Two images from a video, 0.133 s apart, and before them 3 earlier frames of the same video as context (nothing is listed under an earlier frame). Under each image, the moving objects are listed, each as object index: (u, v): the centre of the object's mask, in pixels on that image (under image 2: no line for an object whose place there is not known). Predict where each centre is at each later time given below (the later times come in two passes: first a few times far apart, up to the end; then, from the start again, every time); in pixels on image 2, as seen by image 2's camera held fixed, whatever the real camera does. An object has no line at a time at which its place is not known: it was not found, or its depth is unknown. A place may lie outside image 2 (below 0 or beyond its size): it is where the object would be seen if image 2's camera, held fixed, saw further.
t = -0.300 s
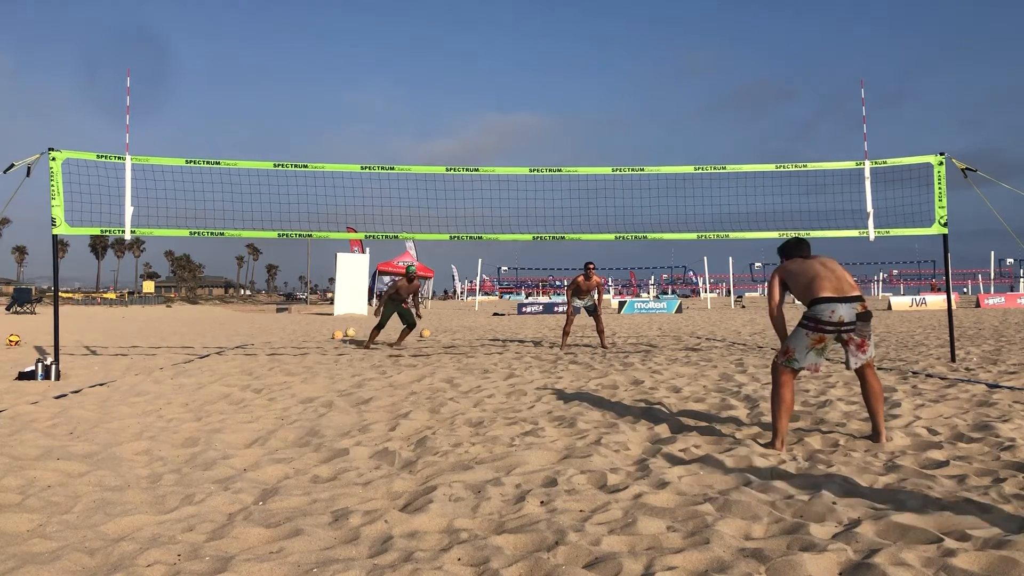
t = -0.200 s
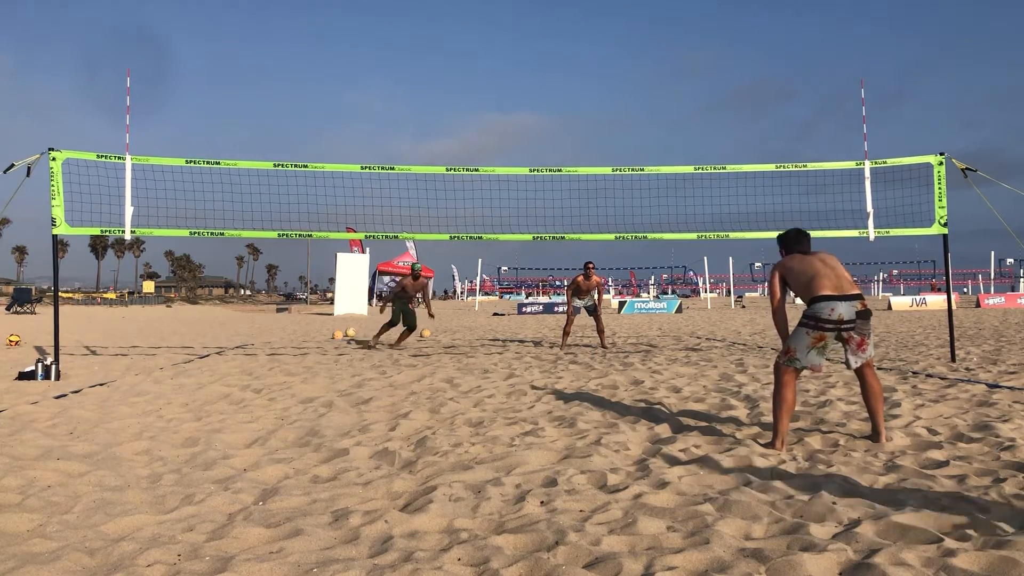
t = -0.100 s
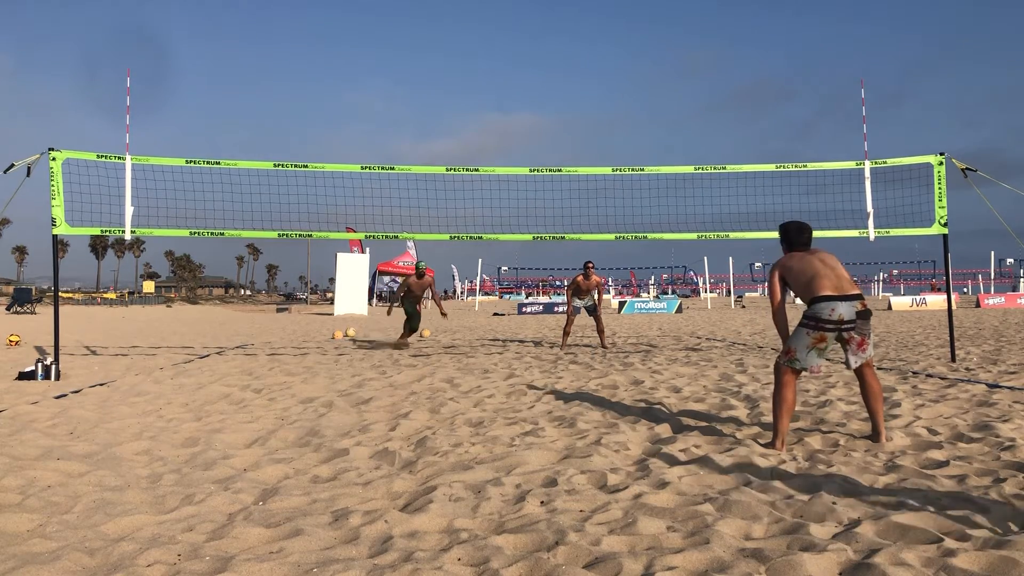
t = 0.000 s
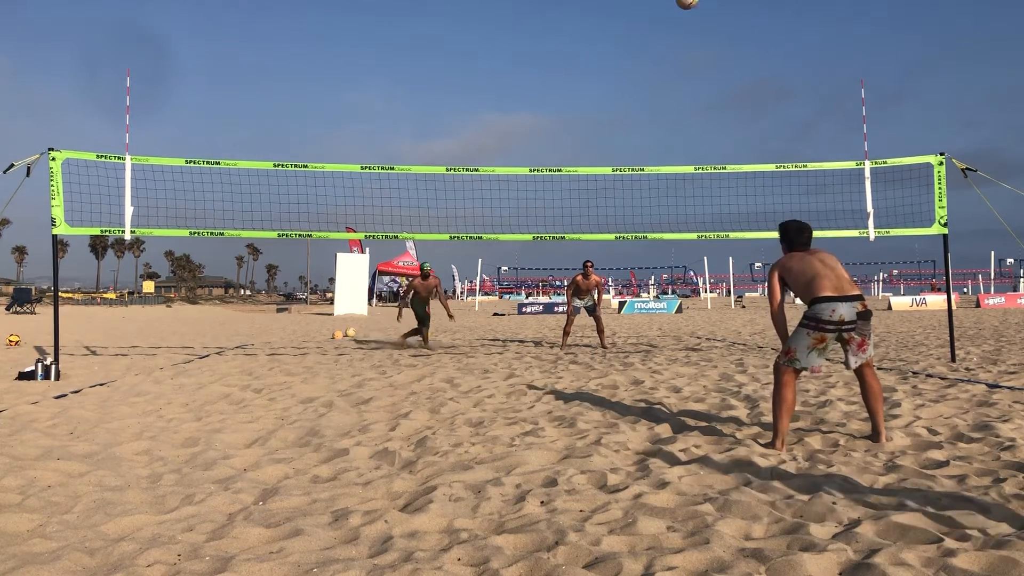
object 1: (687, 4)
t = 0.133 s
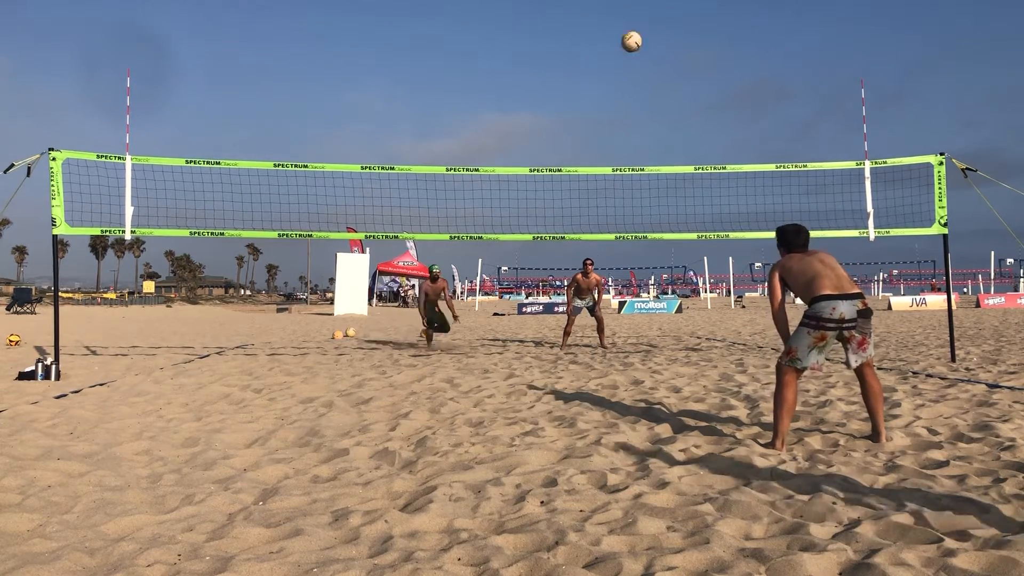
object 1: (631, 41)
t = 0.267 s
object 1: (588, 88)
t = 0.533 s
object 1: (522, 183)
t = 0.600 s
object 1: (509, 207)
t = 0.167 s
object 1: (620, 53)
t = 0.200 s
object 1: (608, 64)
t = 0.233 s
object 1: (598, 76)
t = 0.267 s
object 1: (588, 88)
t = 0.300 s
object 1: (578, 100)
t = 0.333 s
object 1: (569, 112)
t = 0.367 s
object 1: (561, 124)
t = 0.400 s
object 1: (553, 136)
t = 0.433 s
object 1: (545, 148)
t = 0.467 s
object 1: (538, 160)
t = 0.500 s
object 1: (529, 176)
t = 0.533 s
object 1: (522, 183)
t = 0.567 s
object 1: (515, 195)
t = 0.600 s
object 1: (509, 207)
